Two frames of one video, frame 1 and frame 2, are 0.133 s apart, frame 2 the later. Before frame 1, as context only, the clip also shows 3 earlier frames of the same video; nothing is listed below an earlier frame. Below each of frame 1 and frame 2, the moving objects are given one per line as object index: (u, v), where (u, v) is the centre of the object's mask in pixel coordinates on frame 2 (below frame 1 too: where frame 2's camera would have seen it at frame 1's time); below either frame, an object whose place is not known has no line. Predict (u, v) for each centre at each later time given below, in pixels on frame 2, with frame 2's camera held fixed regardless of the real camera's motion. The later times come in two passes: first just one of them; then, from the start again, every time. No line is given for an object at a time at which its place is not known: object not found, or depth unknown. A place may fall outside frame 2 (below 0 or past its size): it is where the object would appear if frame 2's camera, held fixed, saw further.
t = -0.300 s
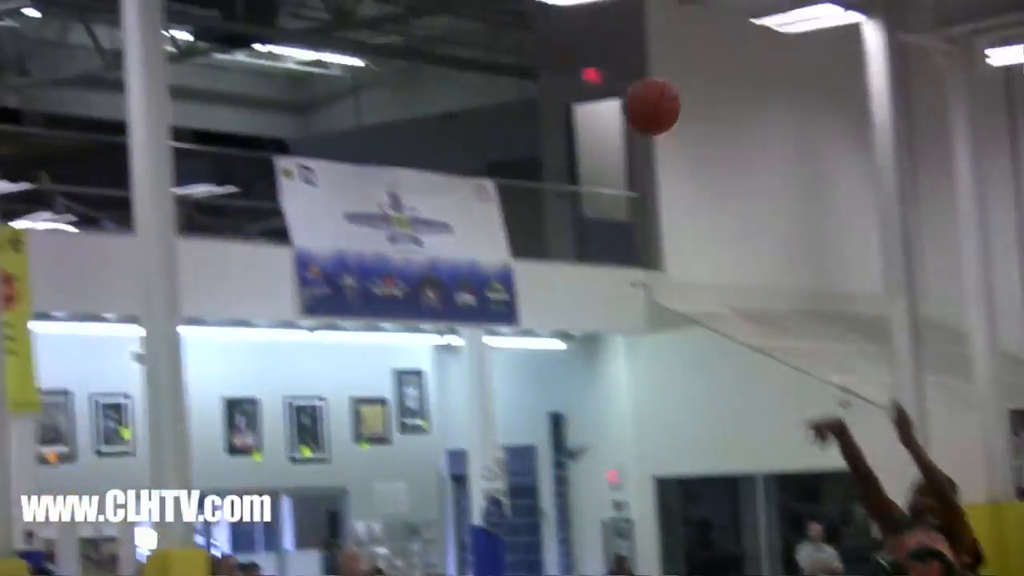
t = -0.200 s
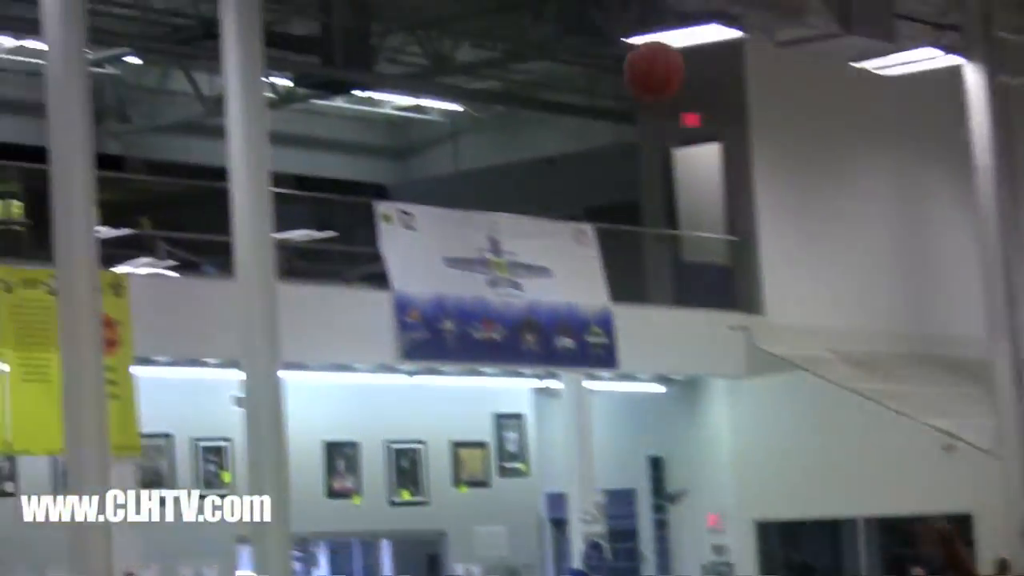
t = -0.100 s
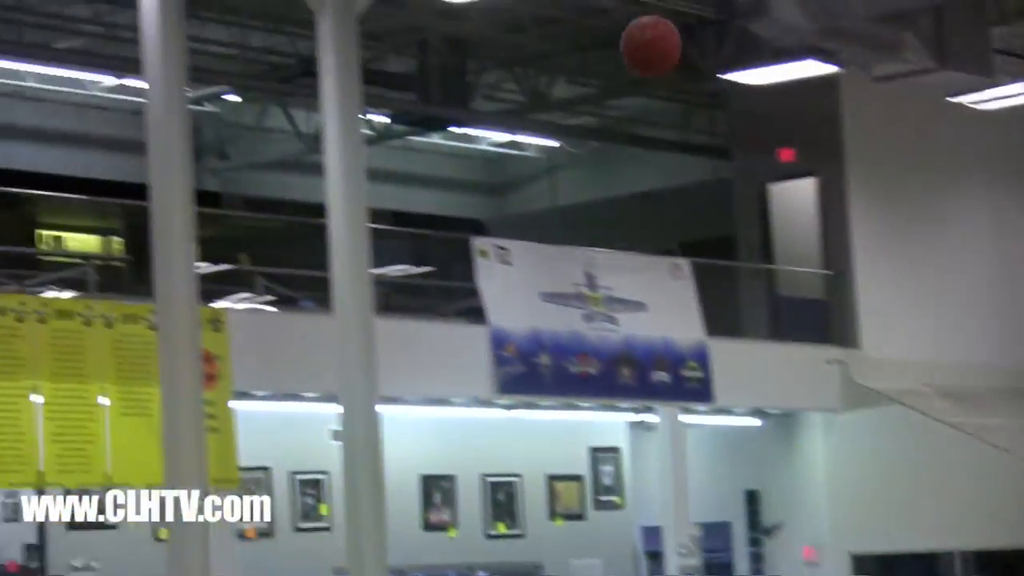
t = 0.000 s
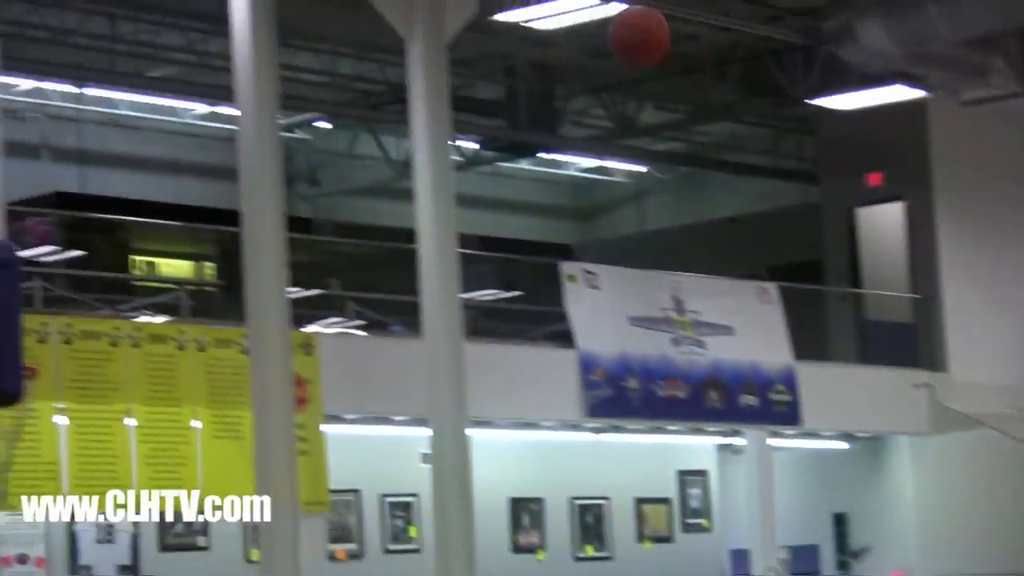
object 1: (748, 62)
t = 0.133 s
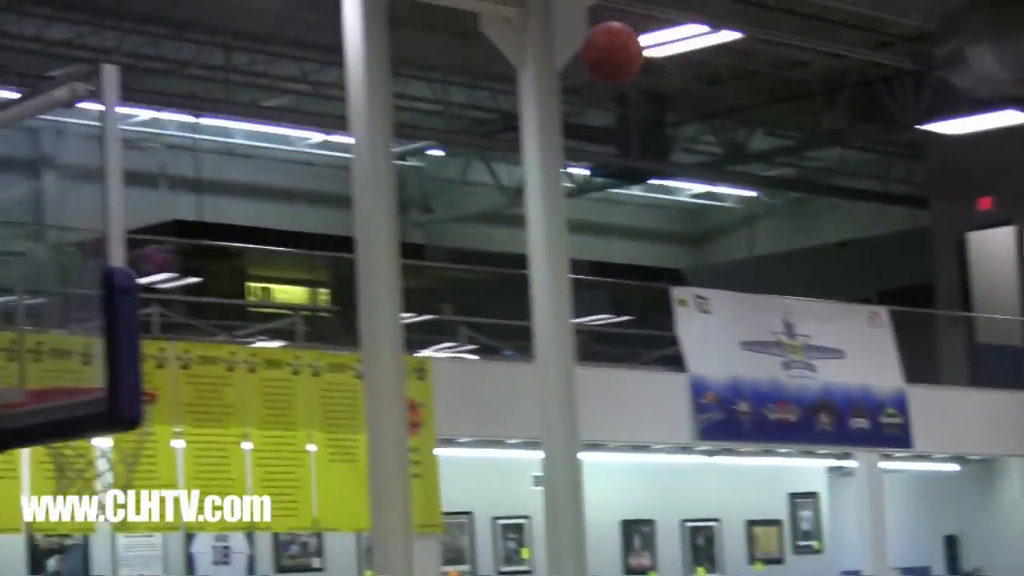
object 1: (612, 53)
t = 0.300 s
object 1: (435, 102)
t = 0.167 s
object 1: (578, 58)
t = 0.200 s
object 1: (543, 64)
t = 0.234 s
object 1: (506, 73)
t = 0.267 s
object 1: (471, 85)
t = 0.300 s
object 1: (435, 102)
